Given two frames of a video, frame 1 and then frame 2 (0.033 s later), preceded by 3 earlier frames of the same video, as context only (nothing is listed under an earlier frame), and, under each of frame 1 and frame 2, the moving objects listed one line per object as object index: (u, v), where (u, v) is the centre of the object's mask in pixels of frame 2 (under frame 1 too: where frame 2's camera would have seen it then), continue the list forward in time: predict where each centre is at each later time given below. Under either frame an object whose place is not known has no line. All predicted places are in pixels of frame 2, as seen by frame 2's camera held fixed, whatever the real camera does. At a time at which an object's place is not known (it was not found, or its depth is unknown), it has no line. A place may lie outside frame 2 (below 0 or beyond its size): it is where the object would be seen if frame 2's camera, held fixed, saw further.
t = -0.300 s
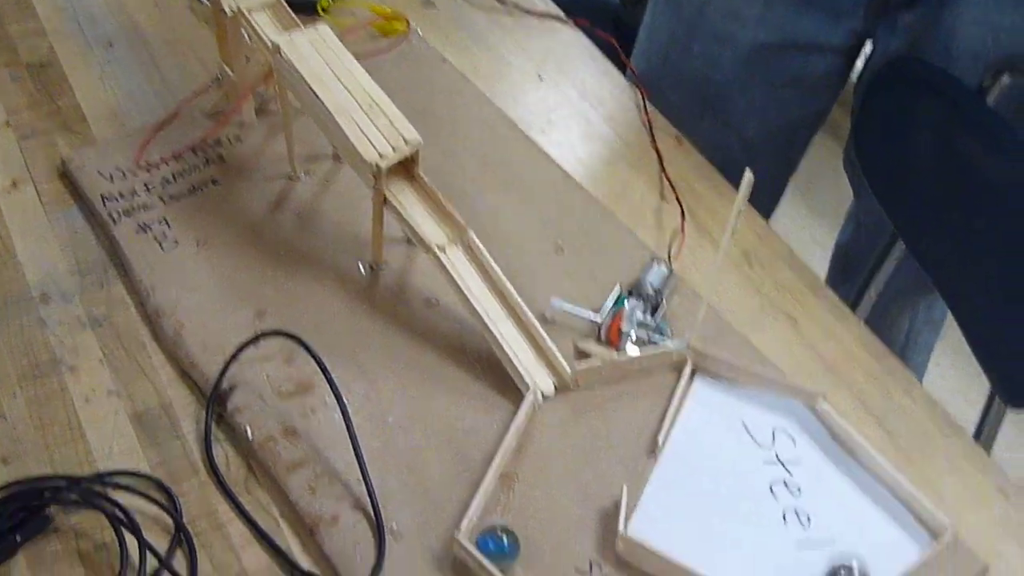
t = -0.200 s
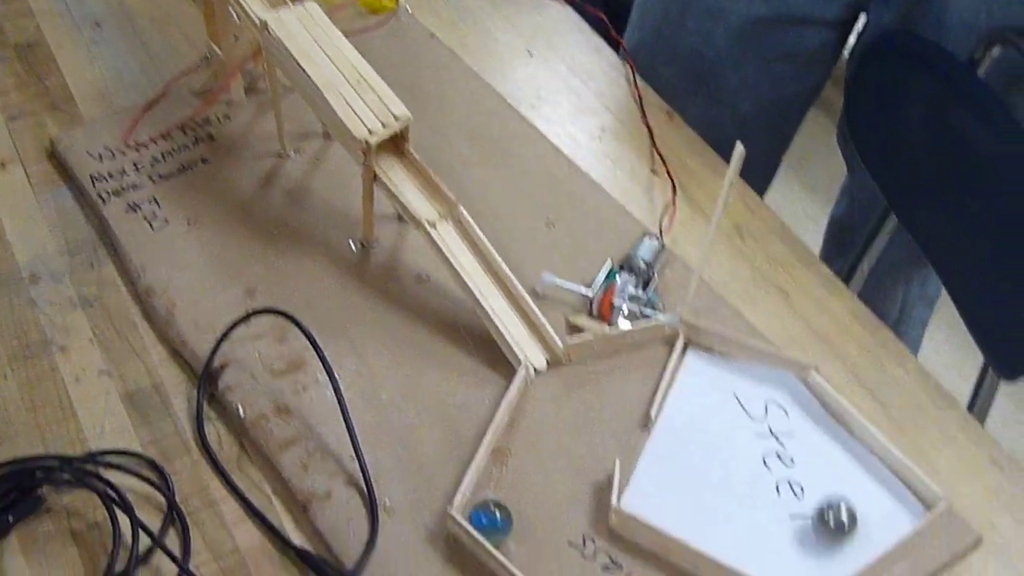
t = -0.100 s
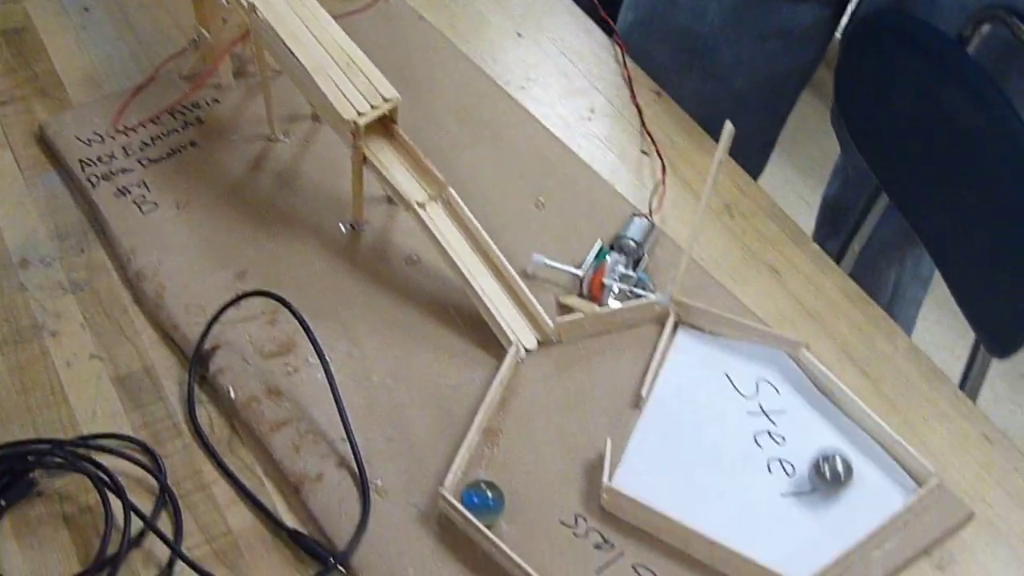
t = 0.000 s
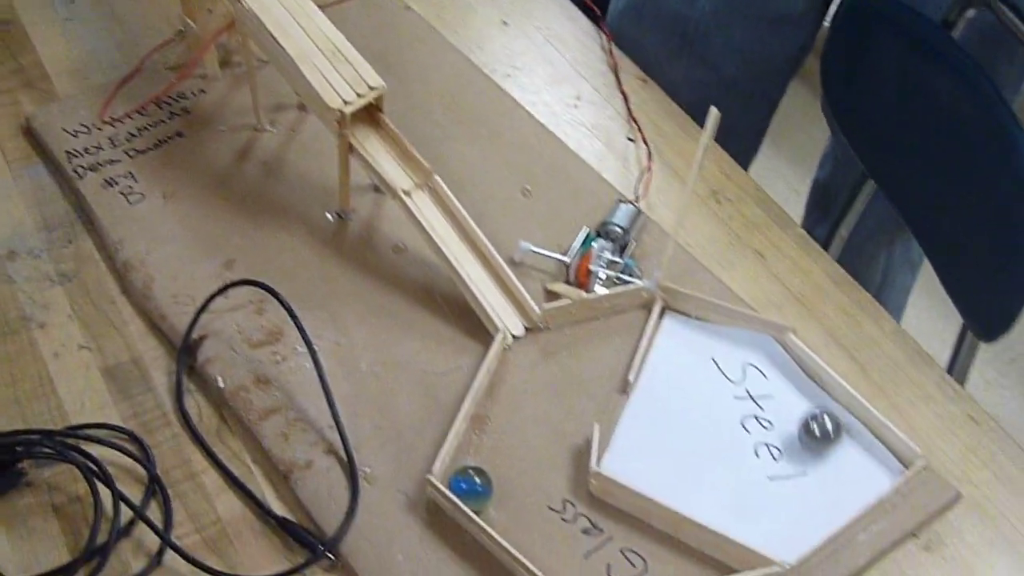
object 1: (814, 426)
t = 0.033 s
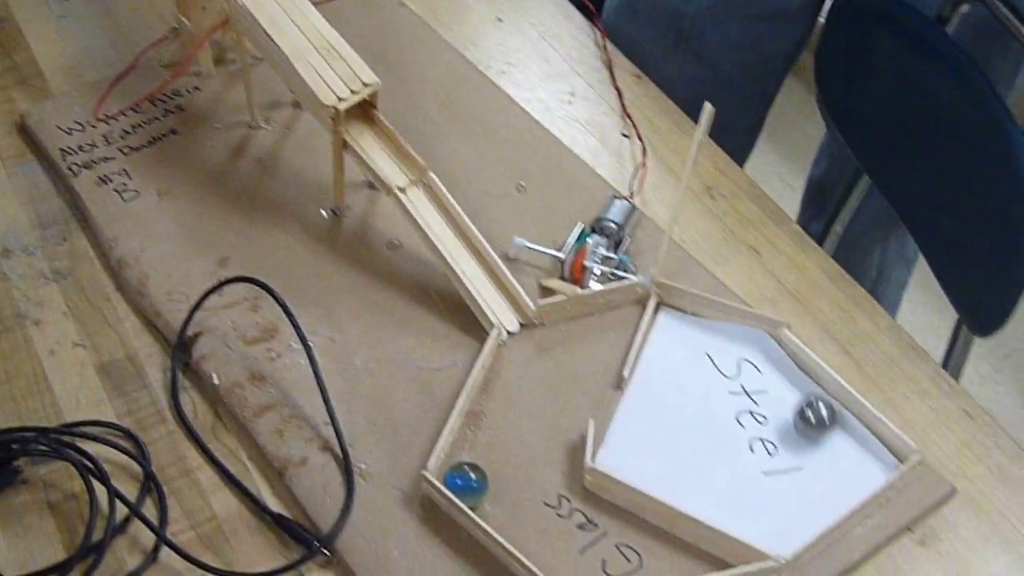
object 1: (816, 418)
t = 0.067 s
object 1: (816, 410)
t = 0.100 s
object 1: (816, 403)
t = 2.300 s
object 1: (732, 348)
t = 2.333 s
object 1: (732, 348)
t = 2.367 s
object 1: (732, 348)
